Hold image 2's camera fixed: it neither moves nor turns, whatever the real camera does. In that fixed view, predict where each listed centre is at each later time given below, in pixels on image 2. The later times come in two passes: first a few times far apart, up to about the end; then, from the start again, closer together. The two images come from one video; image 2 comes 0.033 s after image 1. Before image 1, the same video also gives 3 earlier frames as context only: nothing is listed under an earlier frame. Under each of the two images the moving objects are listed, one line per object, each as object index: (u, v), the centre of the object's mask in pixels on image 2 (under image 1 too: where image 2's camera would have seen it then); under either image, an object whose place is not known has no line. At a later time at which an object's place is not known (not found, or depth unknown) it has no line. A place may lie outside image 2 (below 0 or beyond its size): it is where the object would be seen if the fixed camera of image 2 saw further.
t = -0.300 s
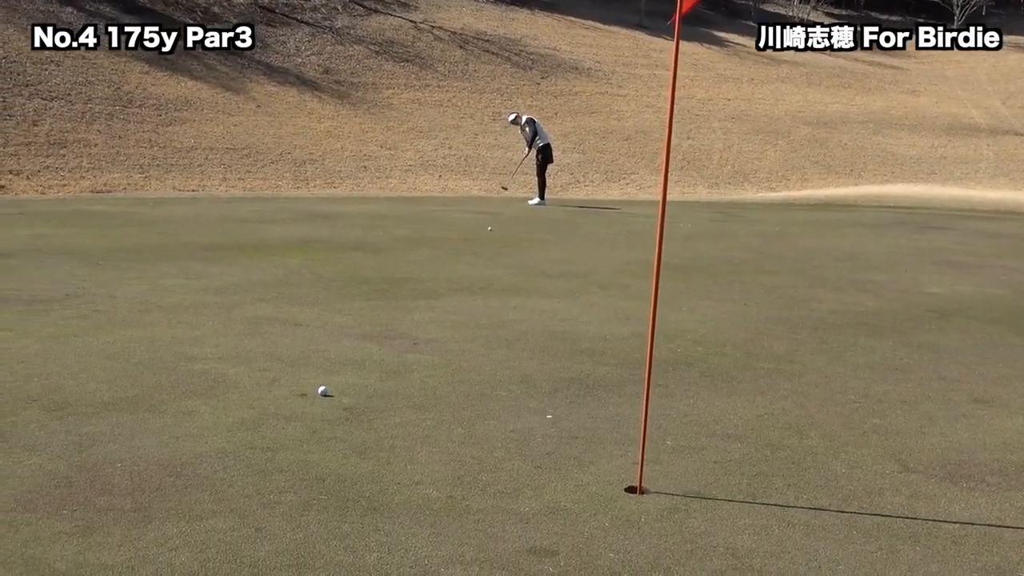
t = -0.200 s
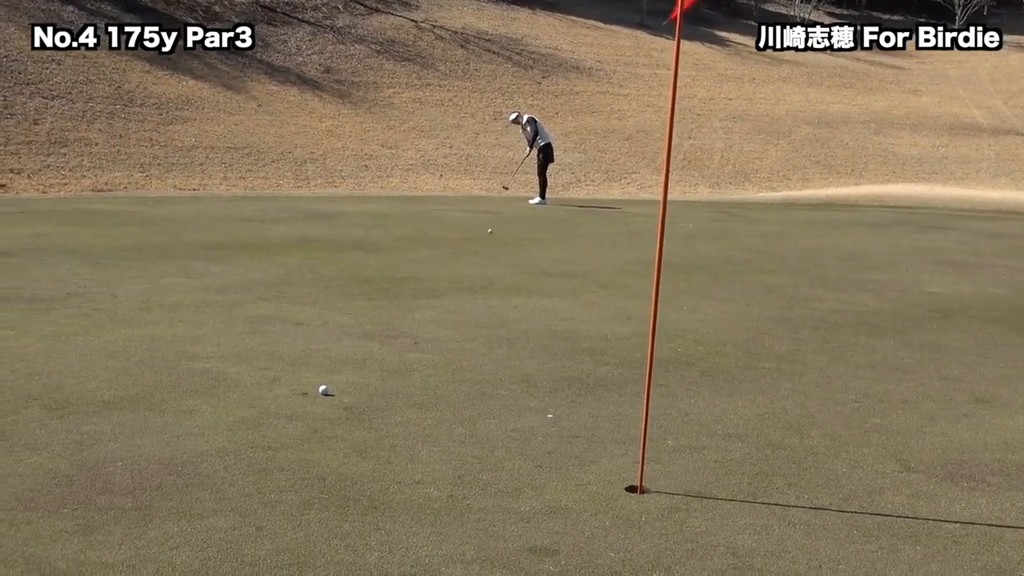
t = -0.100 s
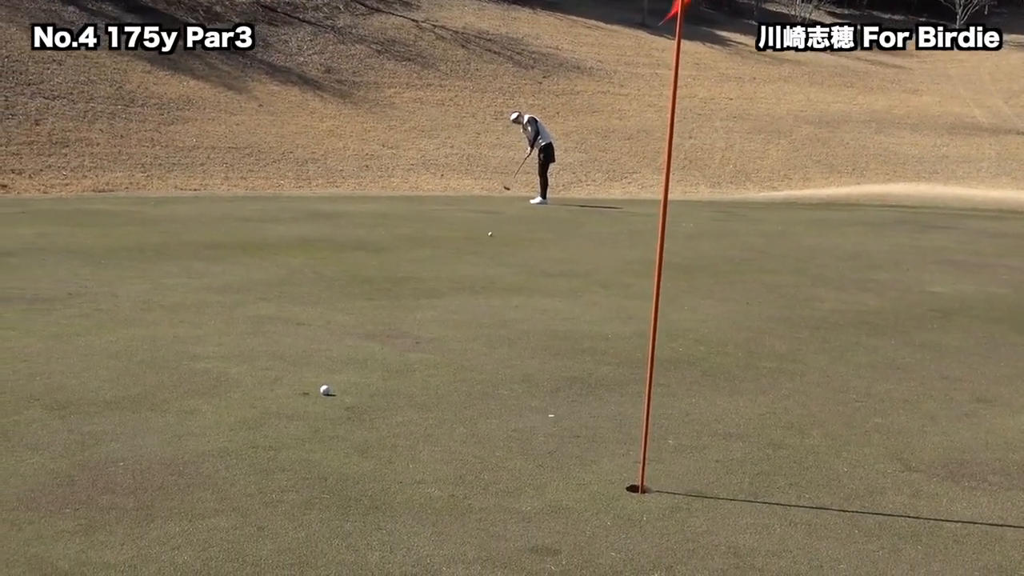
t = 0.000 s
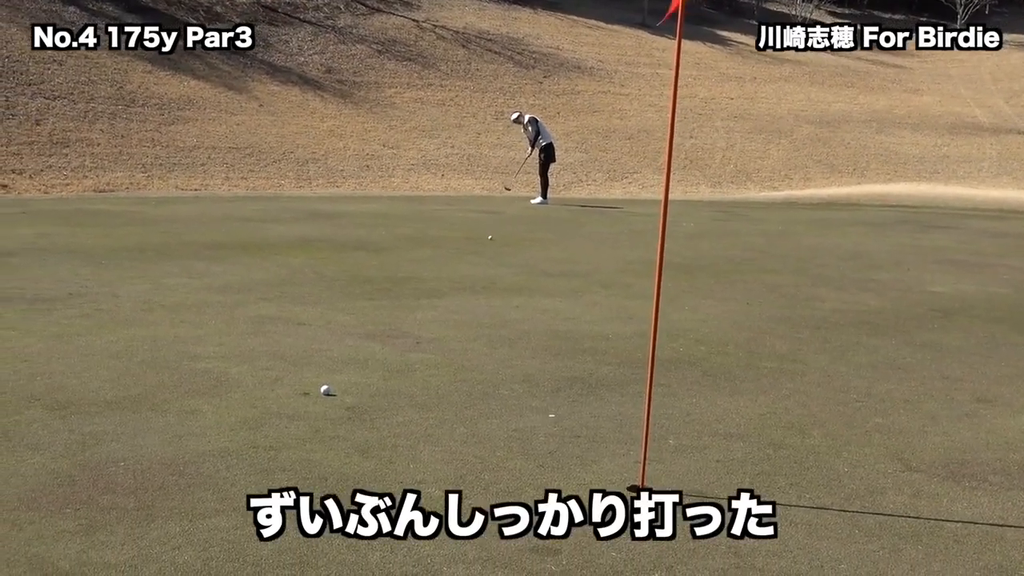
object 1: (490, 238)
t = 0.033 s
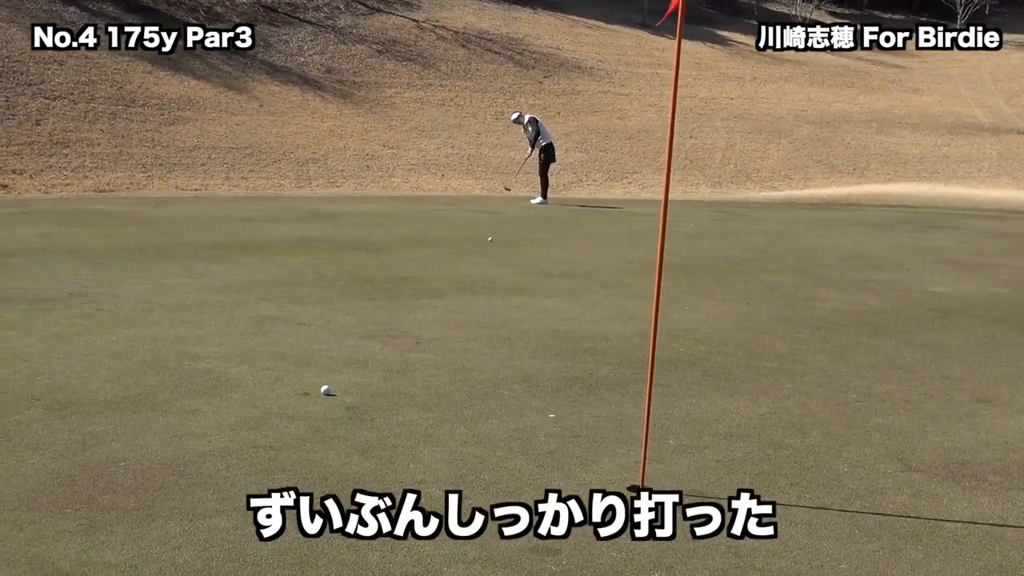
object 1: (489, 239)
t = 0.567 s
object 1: (489, 260)
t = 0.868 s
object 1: (492, 274)
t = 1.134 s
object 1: (496, 285)
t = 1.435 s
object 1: (502, 298)
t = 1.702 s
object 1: (512, 311)
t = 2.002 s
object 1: (527, 326)
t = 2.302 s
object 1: (546, 342)
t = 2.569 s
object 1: (565, 357)
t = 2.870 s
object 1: (590, 374)
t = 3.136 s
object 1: (614, 389)
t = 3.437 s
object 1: (651, 404)
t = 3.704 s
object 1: (682, 418)
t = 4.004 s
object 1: (719, 432)
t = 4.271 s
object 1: (753, 441)
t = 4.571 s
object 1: (786, 450)
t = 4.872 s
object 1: (813, 456)
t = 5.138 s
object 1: (830, 460)
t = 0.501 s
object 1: (488, 257)
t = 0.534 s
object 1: (489, 258)
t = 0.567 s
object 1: (489, 260)
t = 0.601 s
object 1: (489, 262)
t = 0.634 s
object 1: (489, 263)
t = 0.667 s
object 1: (490, 264)
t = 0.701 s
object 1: (490, 266)
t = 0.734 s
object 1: (490, 267)
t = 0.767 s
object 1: (491, 268)
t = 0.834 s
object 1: (492, 271)
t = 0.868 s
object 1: (492, 274)
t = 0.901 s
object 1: (493, 274)
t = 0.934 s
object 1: (493, 276)
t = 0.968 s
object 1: (494, 277)
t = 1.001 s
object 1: (494, 279)
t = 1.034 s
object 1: (495, 280)
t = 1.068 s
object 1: (495, 282)
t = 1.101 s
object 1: (496, 283)
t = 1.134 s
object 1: (496, 285)
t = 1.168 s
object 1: (497, 286)
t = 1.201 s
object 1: (498, 288)
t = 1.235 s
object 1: (498, 289)
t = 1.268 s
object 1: (499, 291)
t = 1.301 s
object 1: (499, 292)
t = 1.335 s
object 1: (500, 293)
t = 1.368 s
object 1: (501, 295)
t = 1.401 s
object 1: (502, 296)
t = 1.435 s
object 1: (502, 298)
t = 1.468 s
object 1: (504, 300)
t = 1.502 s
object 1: (505, 301)
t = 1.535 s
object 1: (505, 303)
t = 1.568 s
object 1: (506, 304)
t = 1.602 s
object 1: (508, 306)
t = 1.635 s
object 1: (509, 307)
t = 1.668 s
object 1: (511, 309)
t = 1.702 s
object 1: (512, 311)
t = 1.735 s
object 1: (513, 313)
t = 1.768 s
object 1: (515, 314)
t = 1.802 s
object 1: (517, 316)
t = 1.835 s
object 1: (518, 318)
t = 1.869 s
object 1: (520, 319)
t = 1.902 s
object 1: (522, 321)
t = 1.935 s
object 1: (524, 322)
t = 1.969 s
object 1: (525, 325)
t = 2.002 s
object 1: (527, 326)
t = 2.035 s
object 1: (529, 328)
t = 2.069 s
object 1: (531, 329)
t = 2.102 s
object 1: (533, 332)
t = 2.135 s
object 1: (535, 333)
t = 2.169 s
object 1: (537, 335)
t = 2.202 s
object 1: (539, 337)
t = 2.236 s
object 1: (541, 338)
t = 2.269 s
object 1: (544, 340)
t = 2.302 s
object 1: (546, 342)
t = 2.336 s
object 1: (548, 344)
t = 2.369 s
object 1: (550, 346)
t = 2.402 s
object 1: (553, 348)
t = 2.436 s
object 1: (555, 350)
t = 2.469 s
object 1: (558, 351)
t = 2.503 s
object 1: (560, 354)
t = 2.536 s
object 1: (563, 356)
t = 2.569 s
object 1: (565, 357)
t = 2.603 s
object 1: (568, 359)
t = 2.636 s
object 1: (570, 361)
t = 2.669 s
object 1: (573, 363)
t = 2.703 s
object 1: (576, 365)
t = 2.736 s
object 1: (579, 366)
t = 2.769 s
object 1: (581, 368)
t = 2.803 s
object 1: (585, 371)
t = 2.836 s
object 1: (587, 372)
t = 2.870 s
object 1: (590, 374)
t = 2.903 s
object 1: (593, 376)
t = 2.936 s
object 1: (595, 378)
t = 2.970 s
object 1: (598, 380)
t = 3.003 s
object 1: (601, 382)
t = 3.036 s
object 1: (604, 384)
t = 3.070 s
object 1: (608, 385)
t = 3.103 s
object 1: (610, 387)
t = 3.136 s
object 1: (614, 389)
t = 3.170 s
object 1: (617, 390)
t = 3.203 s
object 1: (621, 392)
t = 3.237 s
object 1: (625, 394)
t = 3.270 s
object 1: (629, 396)
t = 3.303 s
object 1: (633, 398)
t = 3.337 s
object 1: (637, 400)
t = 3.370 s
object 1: (640, 401)
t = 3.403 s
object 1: (642, 402)
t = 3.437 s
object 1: (651, 404)
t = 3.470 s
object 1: (652, 406)
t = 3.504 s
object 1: (657, 408)
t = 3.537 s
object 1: (661, 410)
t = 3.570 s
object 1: (665, 412)
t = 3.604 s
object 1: (669, 413)
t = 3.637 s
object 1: (673, 415)
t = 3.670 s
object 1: (677, 417)
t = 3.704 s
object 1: (682, 418)
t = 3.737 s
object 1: (686, 420)
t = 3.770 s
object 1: (690, 421)
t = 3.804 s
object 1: (694, 423)
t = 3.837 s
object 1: (699, 424)
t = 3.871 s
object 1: (703, 426)
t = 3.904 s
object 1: (707, 427)
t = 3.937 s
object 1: (711, 429)
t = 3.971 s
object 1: (715, 430)
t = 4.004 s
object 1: (719, 432)
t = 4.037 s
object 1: (723, 432)
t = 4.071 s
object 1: (728, 434)
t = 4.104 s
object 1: (732, 435)
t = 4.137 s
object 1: (736, 437)
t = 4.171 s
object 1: (740, 438)
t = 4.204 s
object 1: (744, 439)
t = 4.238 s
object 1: (748, 440)
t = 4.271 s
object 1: (753, 441)
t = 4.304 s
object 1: (757, 442)
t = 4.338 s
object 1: (761, 443)
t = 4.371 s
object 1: (764, 444)
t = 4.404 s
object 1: (769, 445)
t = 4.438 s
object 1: (773, 446)
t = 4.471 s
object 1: (776, 447)
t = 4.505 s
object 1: (780, 448)
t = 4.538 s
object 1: (783, 449)
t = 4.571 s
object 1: (786, 450)
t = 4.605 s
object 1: (789, 451)
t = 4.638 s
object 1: (793, 451)
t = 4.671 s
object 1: (796, 452)
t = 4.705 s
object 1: (799, 453)
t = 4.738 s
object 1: (802, 454)
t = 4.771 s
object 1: (805, 455)
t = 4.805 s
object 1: (808, 455)
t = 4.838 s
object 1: (811, 456)
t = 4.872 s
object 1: (813, 456)
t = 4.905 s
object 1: (816, 457)
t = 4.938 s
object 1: (818, 457)
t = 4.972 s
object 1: (820, 458)
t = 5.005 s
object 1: (823, 458)
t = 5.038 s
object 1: (824, 458)
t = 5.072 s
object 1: (827, 459)
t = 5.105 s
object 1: (829, 459)
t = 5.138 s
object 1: (830, 460)
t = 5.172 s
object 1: (832, 460)
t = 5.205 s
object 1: (834, 460)
